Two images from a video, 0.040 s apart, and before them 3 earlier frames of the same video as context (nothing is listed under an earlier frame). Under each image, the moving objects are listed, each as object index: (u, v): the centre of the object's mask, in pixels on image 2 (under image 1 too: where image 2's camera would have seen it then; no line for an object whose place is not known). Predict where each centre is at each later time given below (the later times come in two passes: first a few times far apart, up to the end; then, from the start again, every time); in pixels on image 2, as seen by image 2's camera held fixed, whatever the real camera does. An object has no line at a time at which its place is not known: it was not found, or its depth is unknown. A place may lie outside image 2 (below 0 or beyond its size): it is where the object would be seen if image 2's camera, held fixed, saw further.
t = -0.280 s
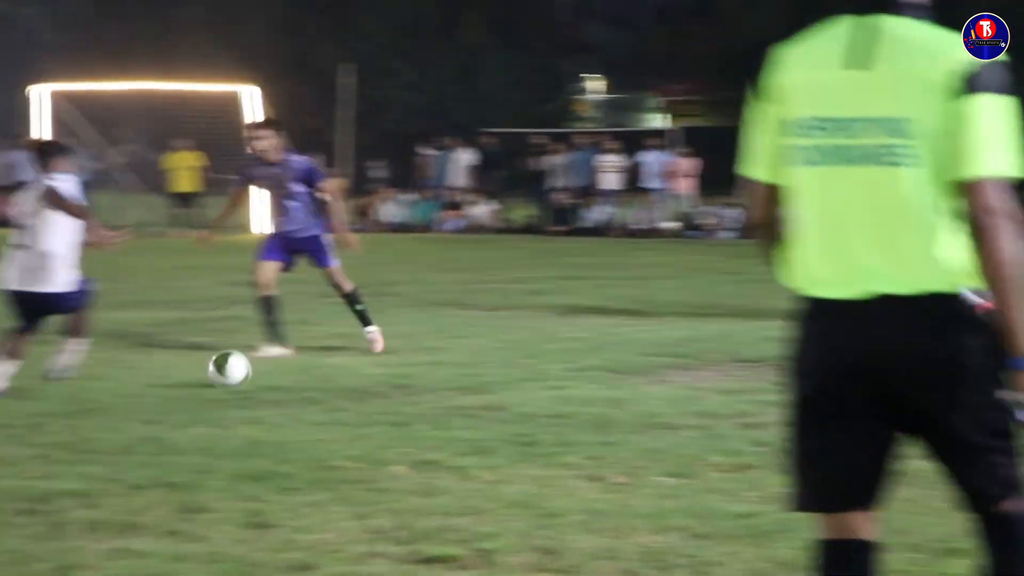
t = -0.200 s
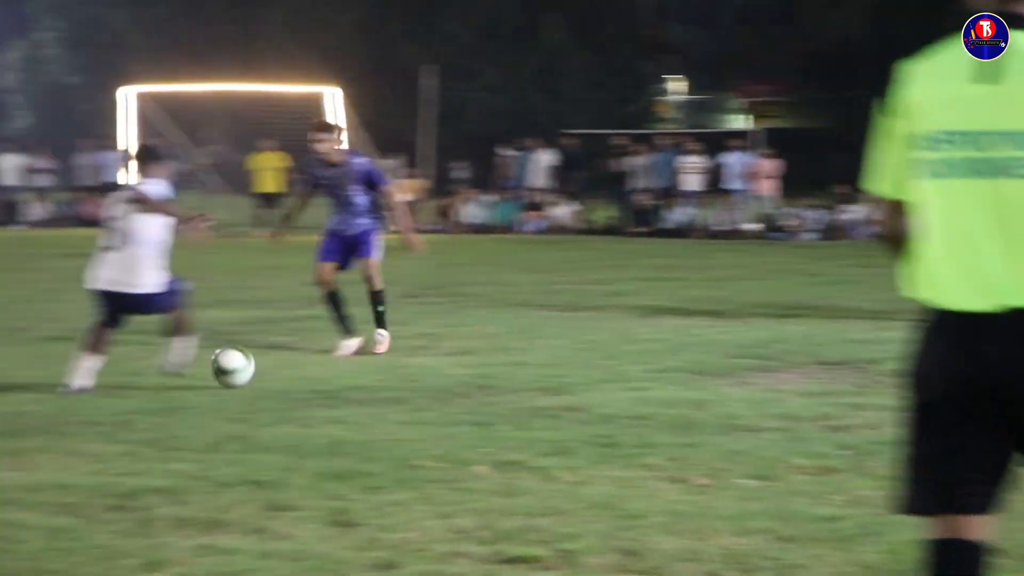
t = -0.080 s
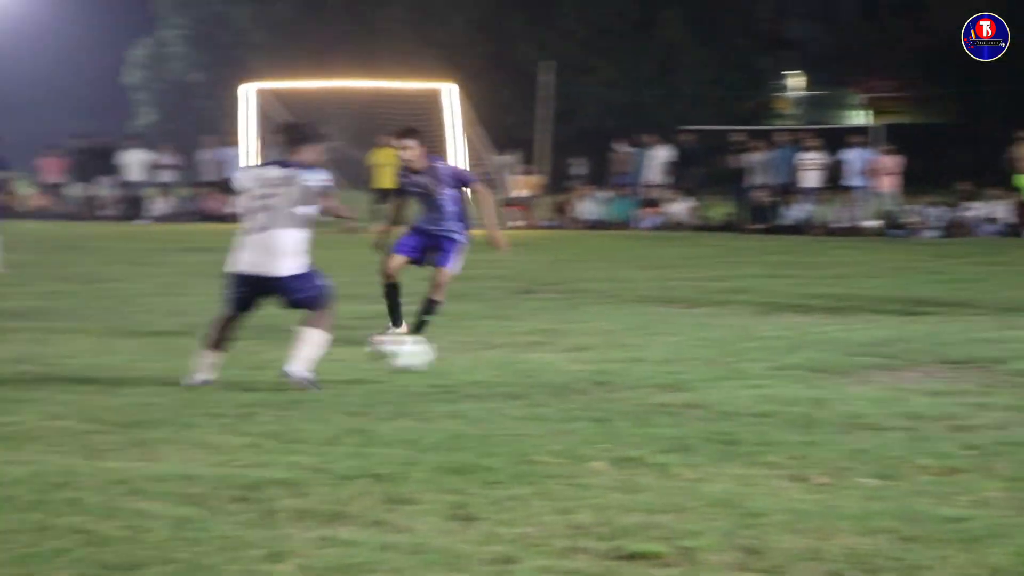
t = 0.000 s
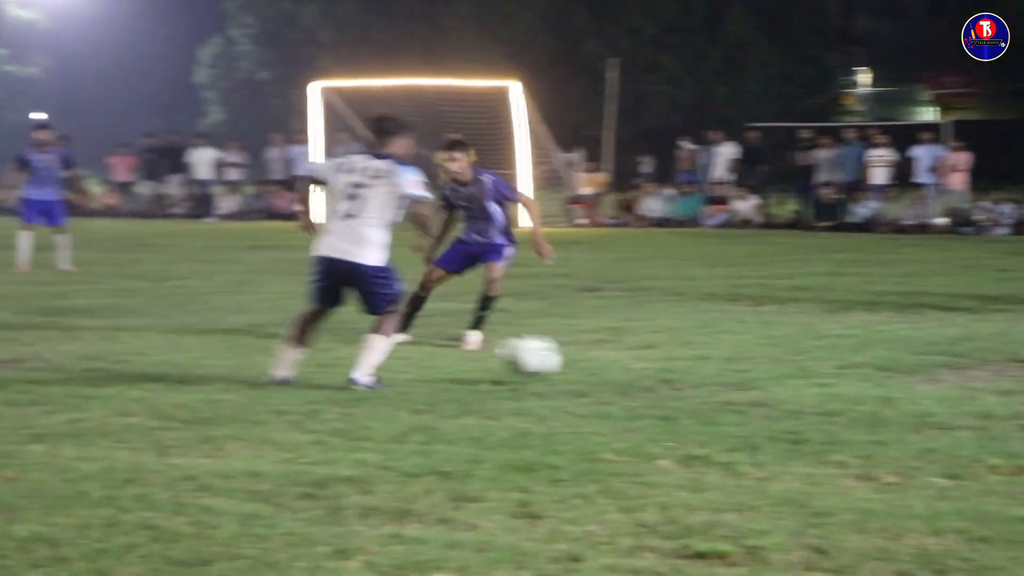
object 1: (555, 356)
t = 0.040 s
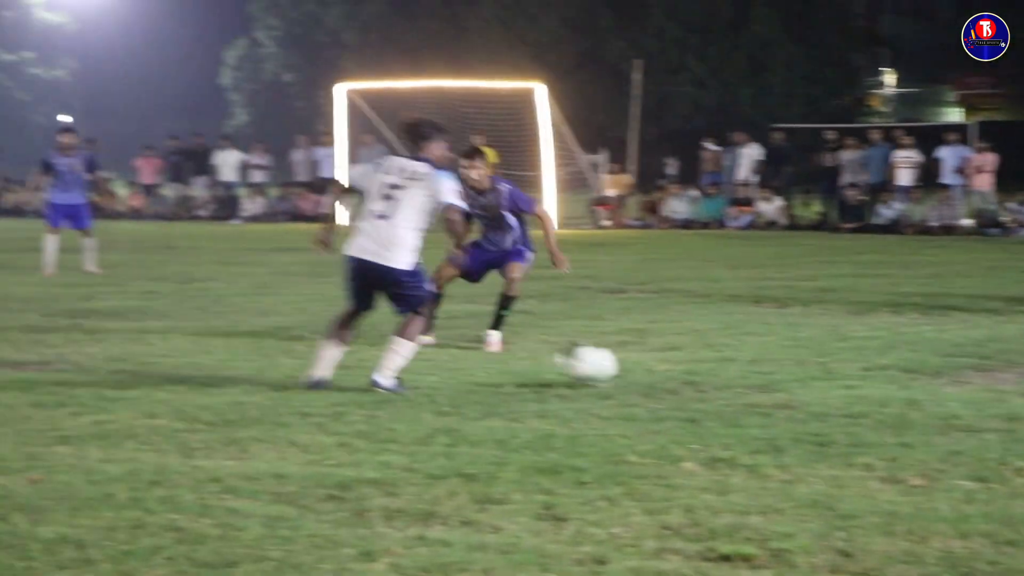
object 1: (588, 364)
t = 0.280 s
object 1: (737, 369)
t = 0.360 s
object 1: (777, 377)
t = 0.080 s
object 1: (621, 372)
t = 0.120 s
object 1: (643, 368)
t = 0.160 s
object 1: (667, 363)
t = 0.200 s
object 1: (689, 363)
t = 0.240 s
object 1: (711, 365)
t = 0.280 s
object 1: (737, 369)
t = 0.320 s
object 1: (759, 377)
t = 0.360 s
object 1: (777, 377)
